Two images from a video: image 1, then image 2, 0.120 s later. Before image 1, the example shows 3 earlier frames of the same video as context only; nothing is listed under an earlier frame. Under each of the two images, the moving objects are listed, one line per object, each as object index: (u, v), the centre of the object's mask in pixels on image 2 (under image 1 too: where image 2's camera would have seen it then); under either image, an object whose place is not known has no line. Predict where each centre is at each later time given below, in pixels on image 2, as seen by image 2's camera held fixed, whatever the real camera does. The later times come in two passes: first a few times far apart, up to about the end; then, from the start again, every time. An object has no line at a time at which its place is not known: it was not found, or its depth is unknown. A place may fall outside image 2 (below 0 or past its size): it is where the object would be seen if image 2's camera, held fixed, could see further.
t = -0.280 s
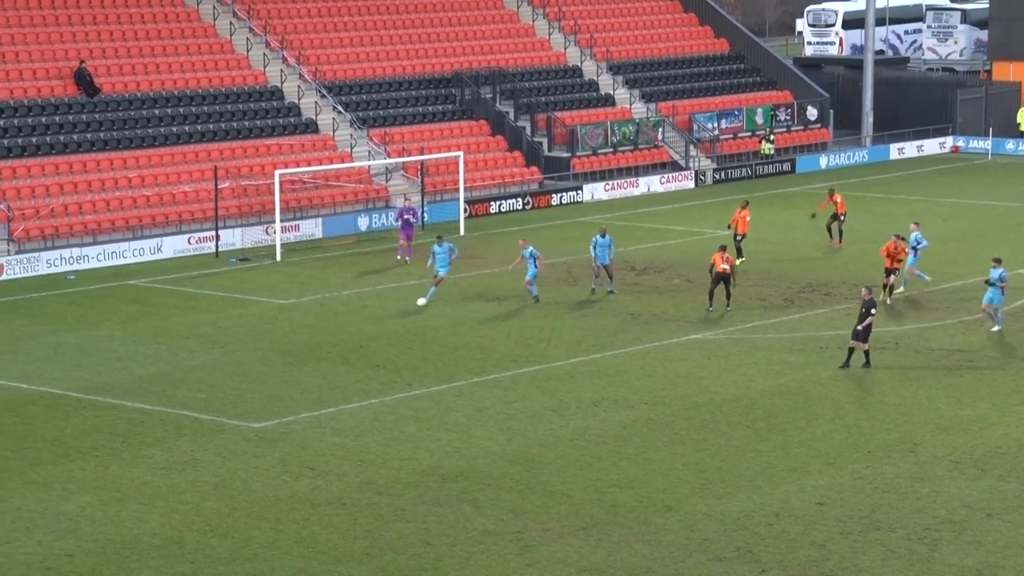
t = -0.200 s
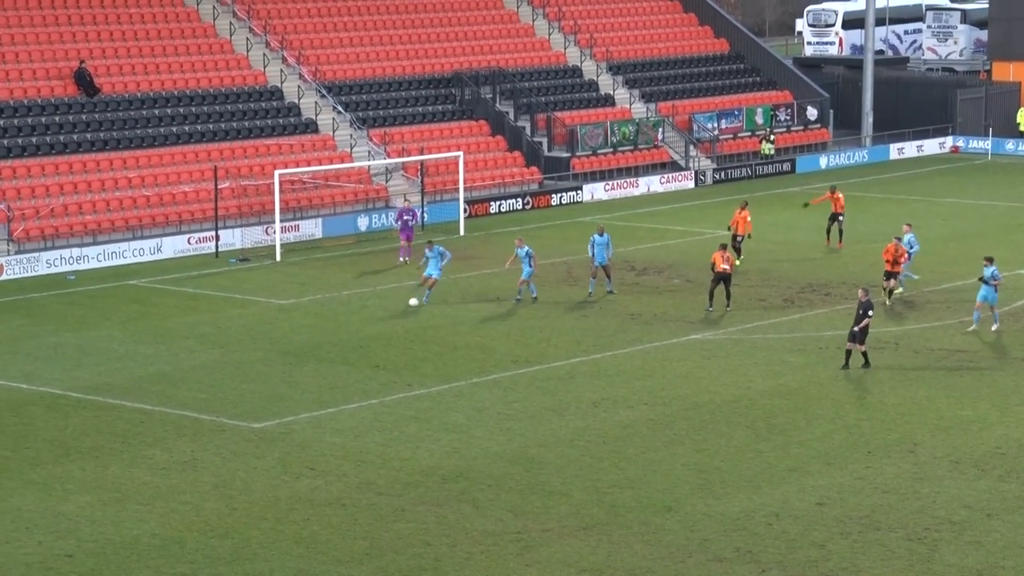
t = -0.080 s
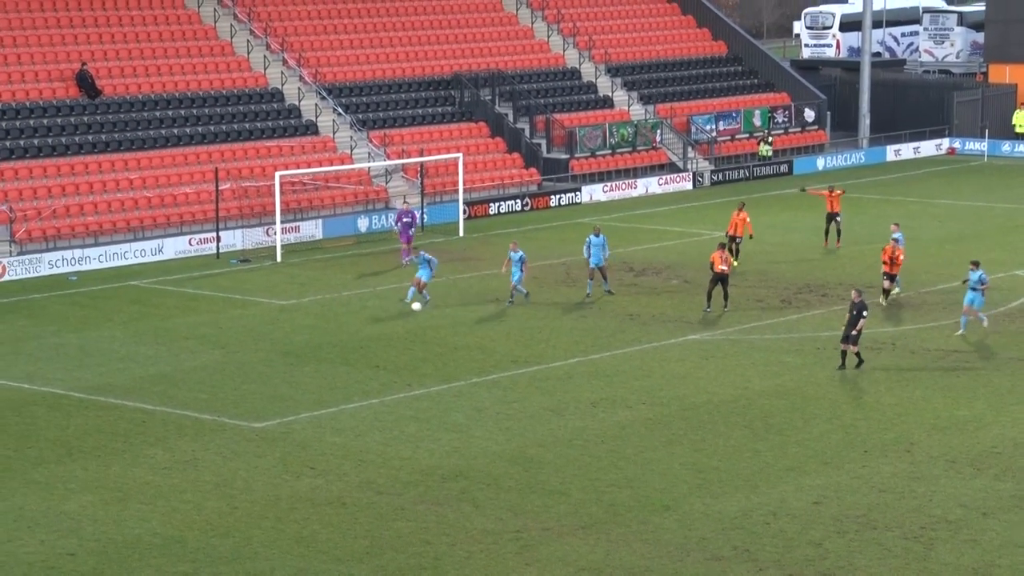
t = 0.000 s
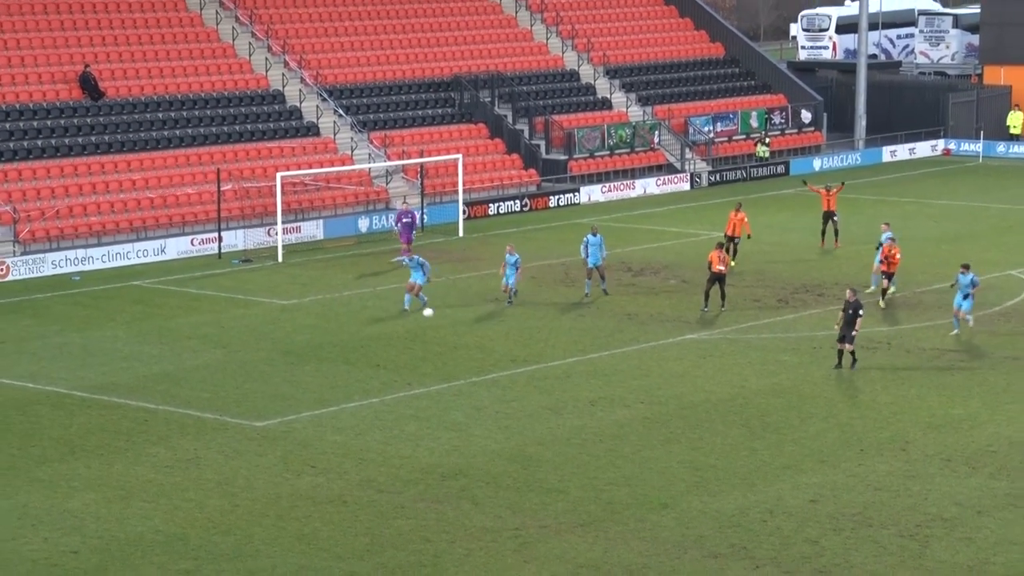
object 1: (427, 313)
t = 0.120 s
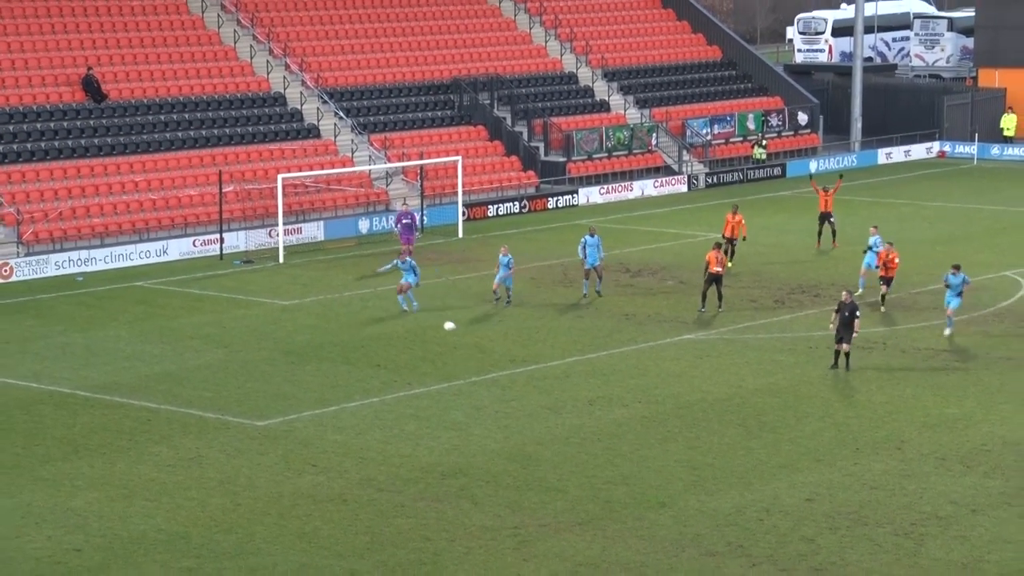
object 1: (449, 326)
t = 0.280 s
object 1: (488, 354)
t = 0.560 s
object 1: (584, 425)
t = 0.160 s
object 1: (458, 332)
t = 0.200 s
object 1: (467, 338)
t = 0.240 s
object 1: (478, 346)
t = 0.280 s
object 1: (488, 354)
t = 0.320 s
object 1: (500, 364)
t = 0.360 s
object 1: (512, 373)
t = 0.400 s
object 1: (526, 384)
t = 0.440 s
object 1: (539, 396)
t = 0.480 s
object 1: (555, 410)
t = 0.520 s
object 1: (569, 423)
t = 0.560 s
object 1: (584, 425)
